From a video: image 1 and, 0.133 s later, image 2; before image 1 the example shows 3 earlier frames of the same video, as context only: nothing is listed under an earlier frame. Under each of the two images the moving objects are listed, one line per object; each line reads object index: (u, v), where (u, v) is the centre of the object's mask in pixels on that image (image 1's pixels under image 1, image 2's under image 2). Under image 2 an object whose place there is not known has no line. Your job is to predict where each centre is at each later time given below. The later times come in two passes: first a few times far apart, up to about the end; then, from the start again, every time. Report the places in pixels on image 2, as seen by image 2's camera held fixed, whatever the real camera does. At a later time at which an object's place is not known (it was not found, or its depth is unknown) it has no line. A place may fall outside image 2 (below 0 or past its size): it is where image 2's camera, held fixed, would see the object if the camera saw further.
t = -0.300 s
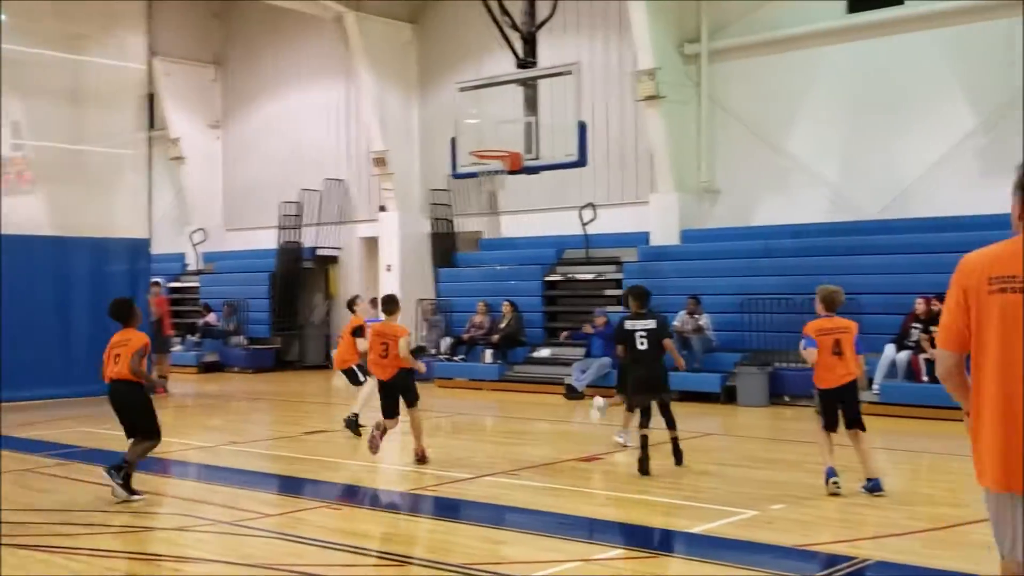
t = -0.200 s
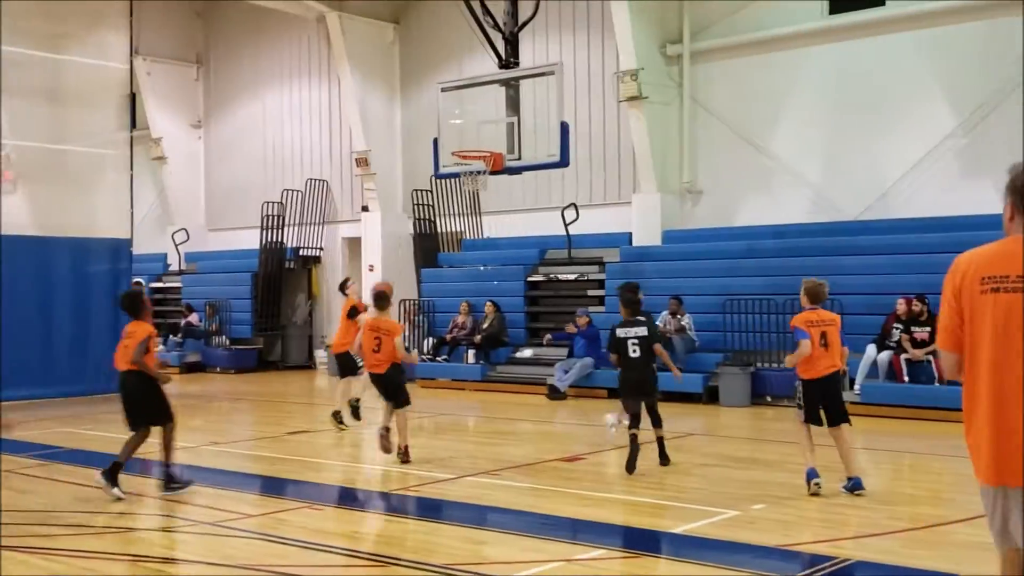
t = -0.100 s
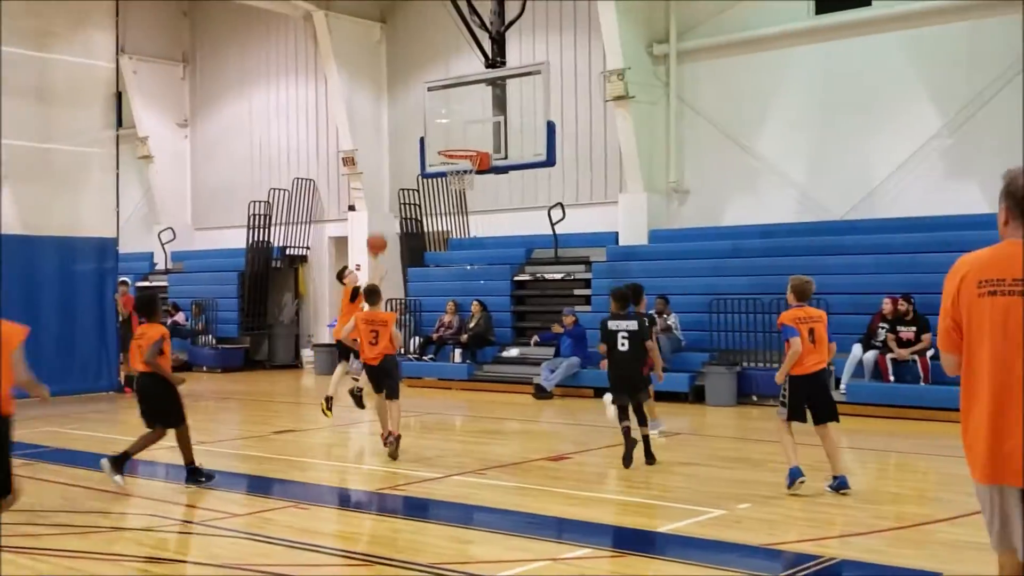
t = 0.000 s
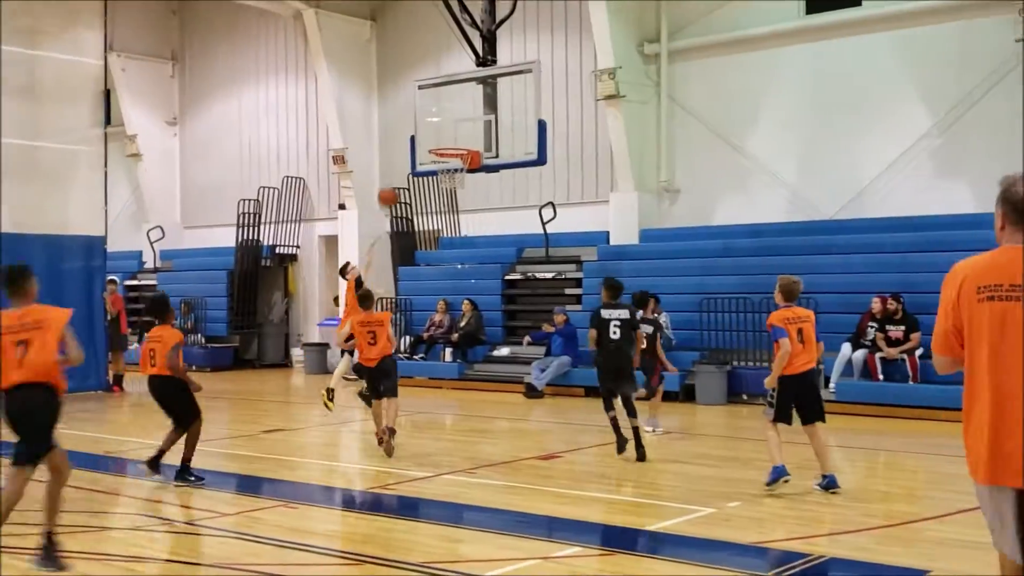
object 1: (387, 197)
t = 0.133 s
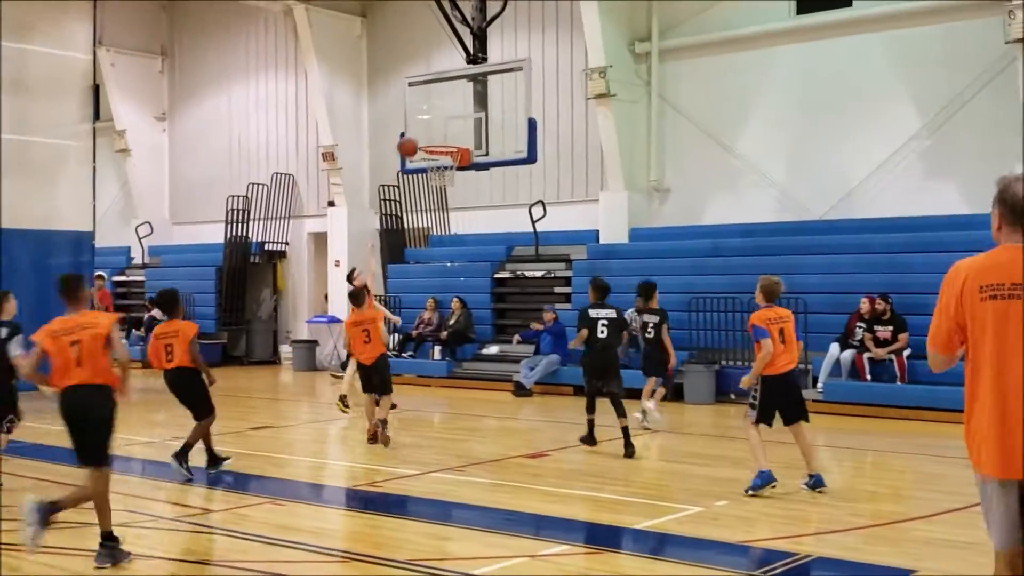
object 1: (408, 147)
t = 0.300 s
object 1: (435, 114)
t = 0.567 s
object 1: (436, 130)
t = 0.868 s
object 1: (446, 170)
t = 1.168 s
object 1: (443, 187)
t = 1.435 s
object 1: (436, 225)
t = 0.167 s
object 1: (415, 138)
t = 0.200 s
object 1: (423, 129)
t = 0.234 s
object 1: (430, 122)
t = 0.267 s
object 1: (435, 117)
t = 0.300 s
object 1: (435, 114)
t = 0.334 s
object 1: (435, 113)
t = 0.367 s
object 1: (435, 113)
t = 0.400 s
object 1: (435, 113)
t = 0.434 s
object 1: (435, 115)
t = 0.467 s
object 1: (435, 117)
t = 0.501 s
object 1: (435, 120)
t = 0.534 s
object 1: (436, 125)
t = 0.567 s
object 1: (436, 130)
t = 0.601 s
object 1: (436, 136)
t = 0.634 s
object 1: (436, 144)
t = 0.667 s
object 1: (437, 150)
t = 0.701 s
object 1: (440, 158)
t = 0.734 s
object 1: (442, 164)
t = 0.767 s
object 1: (444, 170)
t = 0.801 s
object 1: (445, 170)
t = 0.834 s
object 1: (445, 170)
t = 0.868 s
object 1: (446, 170)
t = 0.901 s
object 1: (446, 169)
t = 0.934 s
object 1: (445, 171)
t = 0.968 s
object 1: (446, 172)
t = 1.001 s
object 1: (447, 175)
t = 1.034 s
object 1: (447, 176)
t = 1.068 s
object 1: (445, 175)
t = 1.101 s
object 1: (446, 180)
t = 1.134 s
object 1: (444, 185)
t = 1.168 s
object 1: (443, 187)
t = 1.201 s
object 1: (442, 188)
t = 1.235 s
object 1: (441, 190)
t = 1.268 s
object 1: (440, 191)
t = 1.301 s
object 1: (439, 194)
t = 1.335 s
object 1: (439, 201)
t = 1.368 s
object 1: (437, 208)
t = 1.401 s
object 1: (436, 215)
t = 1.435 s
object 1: (436, 225)
